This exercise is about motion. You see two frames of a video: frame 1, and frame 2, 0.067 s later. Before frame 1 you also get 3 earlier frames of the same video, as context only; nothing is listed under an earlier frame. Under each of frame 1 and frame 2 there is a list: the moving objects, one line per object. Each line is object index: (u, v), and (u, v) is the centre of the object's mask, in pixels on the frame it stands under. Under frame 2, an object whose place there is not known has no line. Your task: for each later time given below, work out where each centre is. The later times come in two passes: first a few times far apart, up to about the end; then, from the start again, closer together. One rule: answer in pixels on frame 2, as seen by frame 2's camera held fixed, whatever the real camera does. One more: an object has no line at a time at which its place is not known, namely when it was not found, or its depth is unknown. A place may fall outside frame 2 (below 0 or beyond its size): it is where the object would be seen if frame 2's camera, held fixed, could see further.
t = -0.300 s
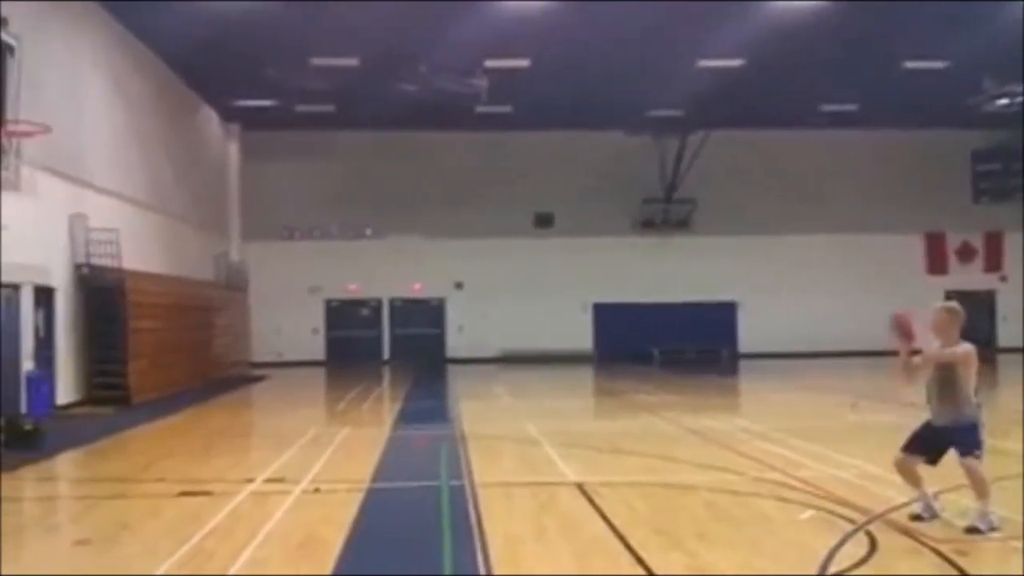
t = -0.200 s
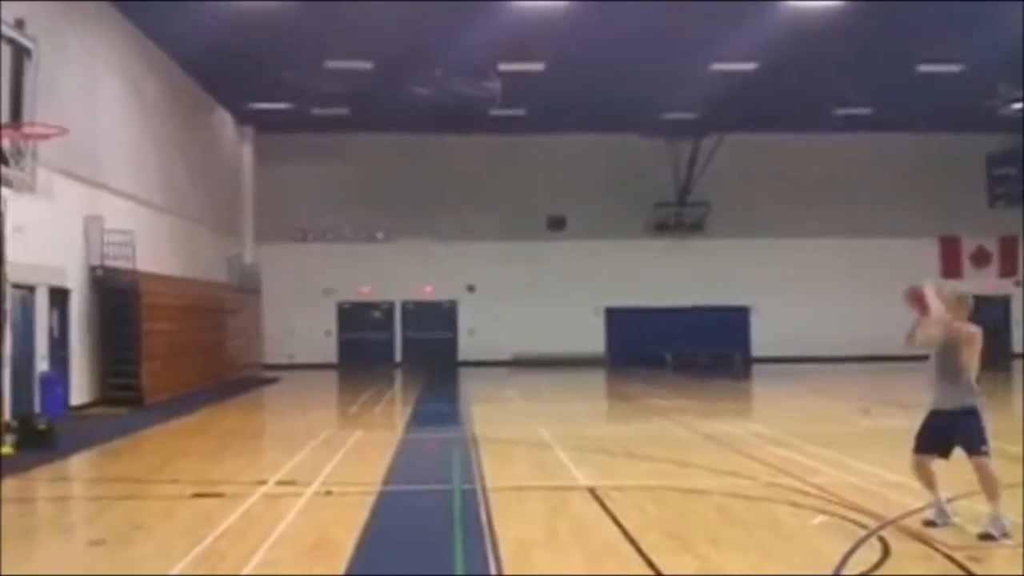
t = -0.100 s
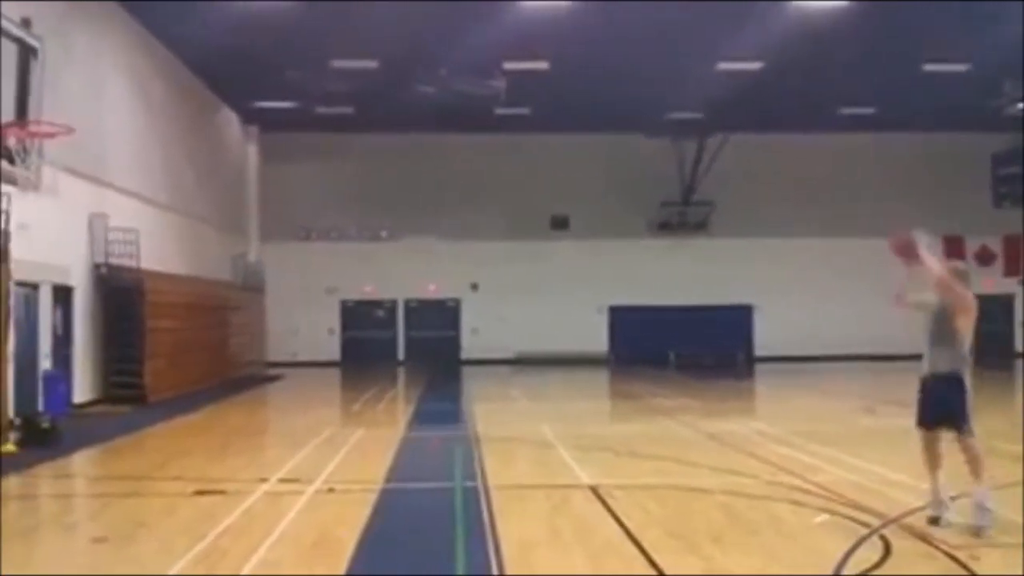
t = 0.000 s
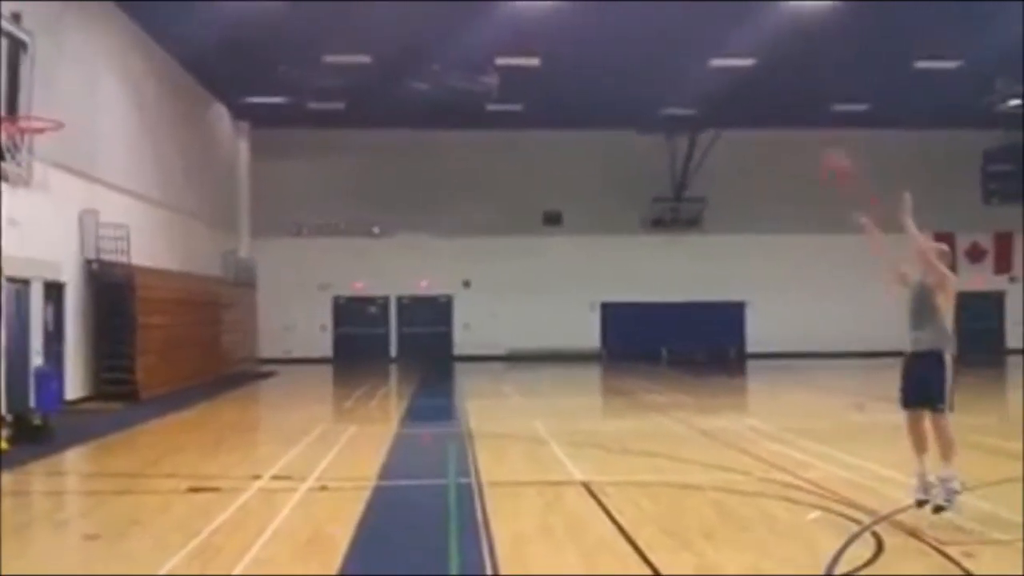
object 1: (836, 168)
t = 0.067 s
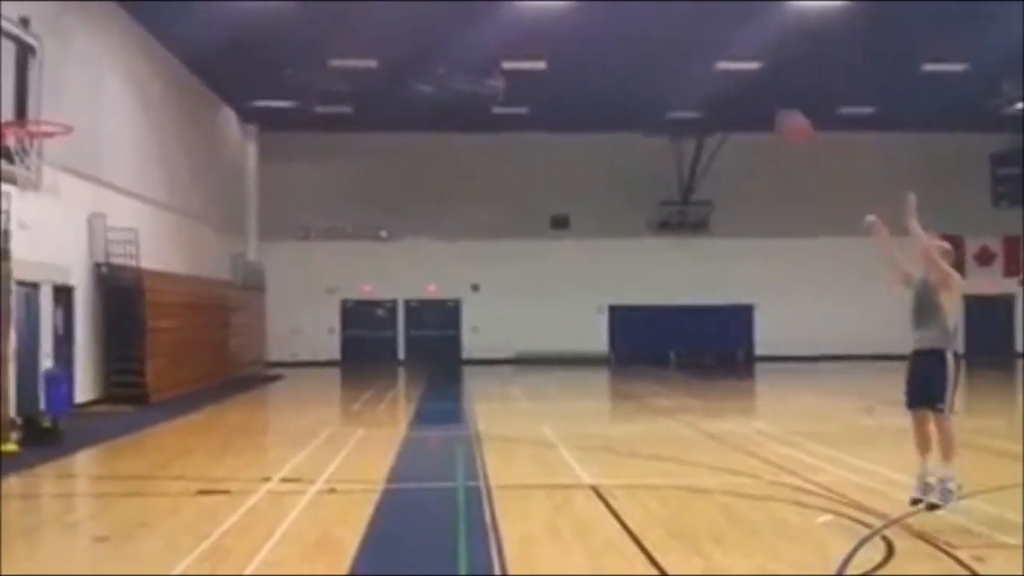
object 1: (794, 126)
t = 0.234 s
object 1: (666, 45)
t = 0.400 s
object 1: (545, 6)
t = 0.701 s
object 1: (323, 1)
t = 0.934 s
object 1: (153, 62)
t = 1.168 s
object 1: (76, 79)
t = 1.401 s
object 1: (73, 58)
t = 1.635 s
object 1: (71, 128)
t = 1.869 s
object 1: (66, 331)
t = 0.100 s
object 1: (768, 109)
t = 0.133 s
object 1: (744, 94)
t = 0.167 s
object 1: (719, 80)
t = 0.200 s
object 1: (691, 58)
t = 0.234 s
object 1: (666, 45)
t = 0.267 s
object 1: (642, 34)
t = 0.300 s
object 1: (617, 22)
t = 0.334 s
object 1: (592, 13)
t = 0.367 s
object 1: (578, 8)
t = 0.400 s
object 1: (545, 6)
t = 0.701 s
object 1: (323, 1)
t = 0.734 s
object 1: (300, 4)
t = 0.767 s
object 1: (274, 8)
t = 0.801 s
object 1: (249, 14)
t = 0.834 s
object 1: (226, 23)
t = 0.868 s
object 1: (201, 35)
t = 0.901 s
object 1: (177, 46)
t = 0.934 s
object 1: (153, 62)
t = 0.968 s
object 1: (128, 82)
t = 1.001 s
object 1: (102, 99)
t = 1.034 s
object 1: (79, 115)
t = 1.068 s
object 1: (77, 108)
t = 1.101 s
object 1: (77, 97)
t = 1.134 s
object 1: (76, 87)
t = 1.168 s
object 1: (76, 79)
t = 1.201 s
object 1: (76, 71)
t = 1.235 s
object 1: (75, 66)
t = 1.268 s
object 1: (75, 62)
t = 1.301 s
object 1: (75, 59)
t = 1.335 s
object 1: (74, 57)
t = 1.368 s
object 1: (73, 57)
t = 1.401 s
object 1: (73, 58)
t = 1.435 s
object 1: (73, 65)
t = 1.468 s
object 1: (72, 70)
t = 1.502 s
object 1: (72, 76)
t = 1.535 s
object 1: (72, 84)
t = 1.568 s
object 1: (71, 104)
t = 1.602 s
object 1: (70, 115)
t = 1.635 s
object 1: (71, 128)
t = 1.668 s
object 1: (71, 144)
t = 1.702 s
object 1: (69, 195)
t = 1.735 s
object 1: (68, 214)
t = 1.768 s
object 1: (67, 234)
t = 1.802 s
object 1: (68, 257)
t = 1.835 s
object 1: (66, 302)
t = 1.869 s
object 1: (66, 331)
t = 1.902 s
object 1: (66, 353)
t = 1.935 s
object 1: (68, 384)
